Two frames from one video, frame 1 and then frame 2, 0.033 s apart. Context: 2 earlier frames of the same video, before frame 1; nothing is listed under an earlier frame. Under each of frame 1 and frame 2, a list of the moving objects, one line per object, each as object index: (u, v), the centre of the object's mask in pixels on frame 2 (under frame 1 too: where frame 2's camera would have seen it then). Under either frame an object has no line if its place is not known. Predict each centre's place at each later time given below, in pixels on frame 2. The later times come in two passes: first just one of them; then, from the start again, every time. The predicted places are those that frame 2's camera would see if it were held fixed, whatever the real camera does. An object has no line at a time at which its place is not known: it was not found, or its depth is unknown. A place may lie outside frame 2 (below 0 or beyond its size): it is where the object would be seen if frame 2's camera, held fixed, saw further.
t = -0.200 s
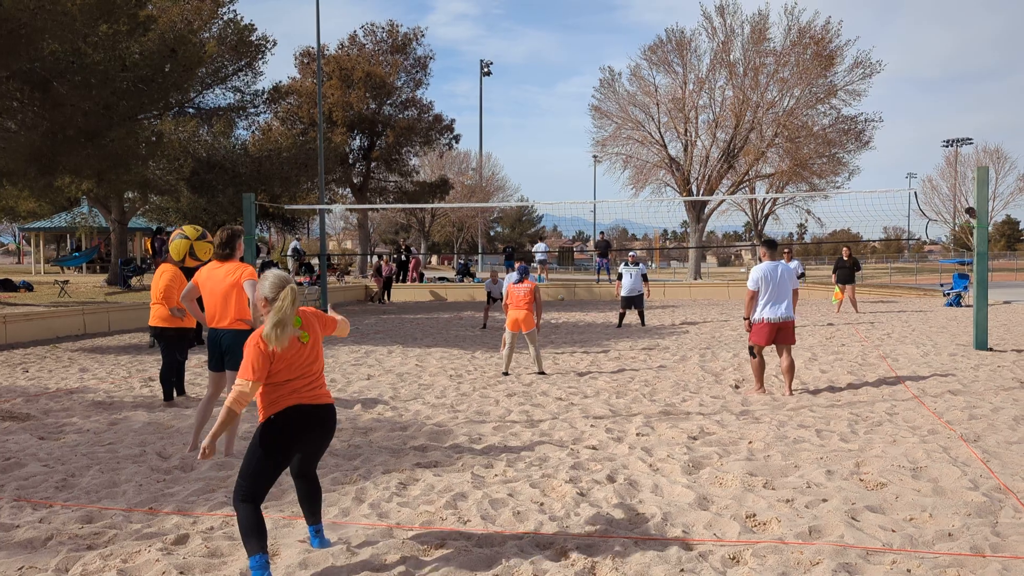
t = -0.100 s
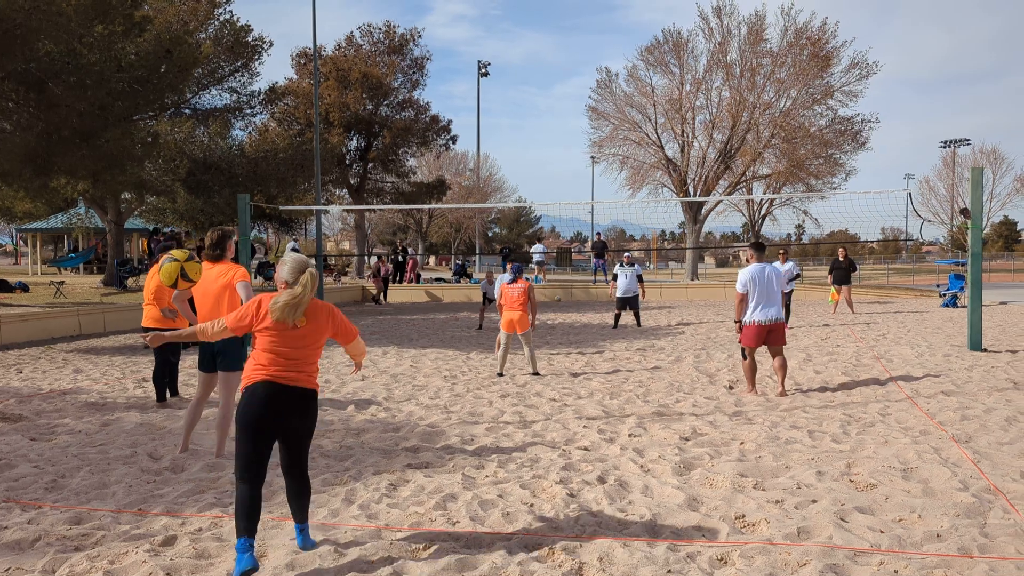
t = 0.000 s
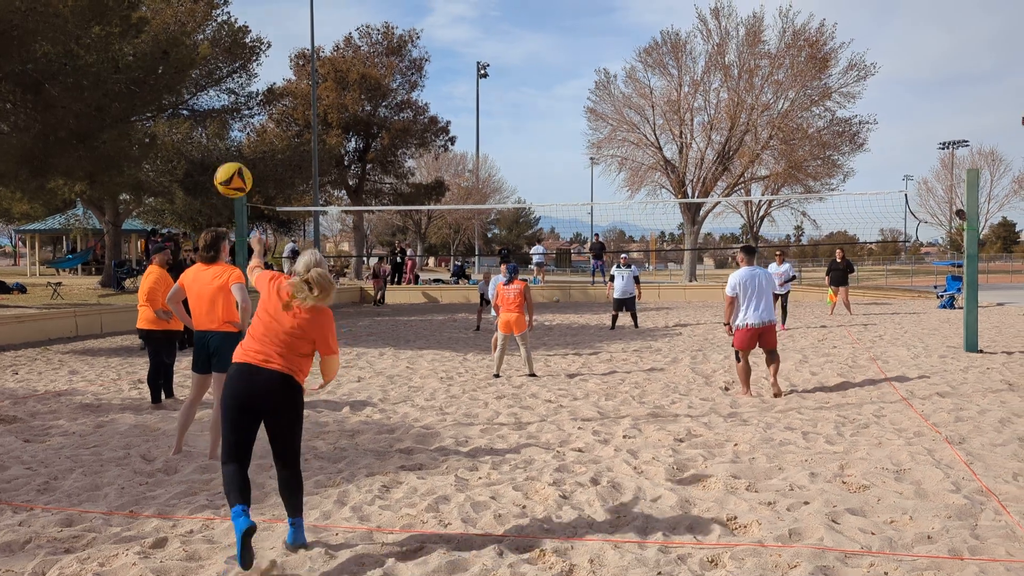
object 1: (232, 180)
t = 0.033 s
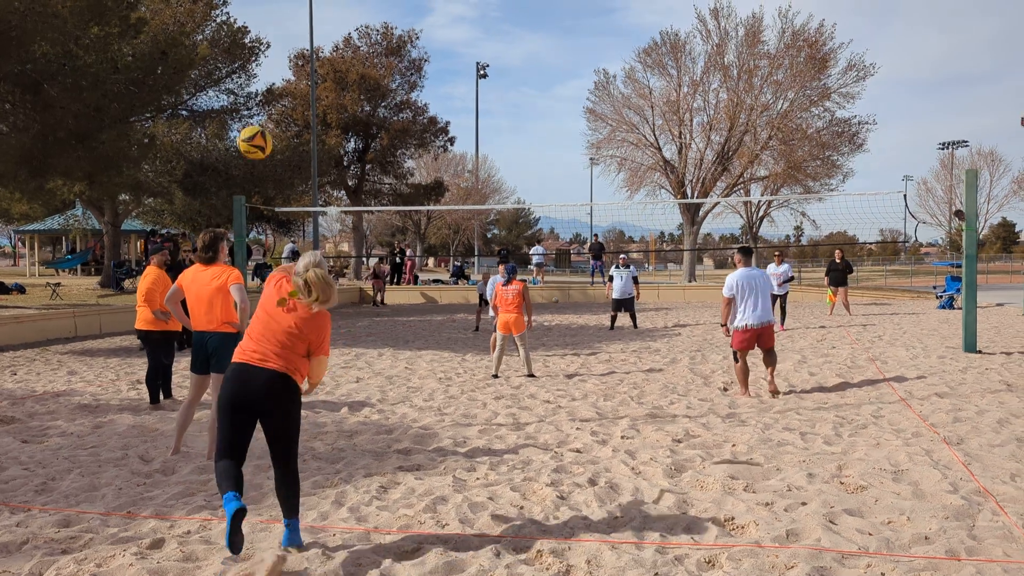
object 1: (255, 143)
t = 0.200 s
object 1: (339, 27)
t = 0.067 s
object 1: (274, 111)
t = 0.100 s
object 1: (292, 84)
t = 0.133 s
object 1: (309, 62)
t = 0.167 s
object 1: (325, 42)
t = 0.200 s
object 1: (339, 27)
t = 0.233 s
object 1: (352, 13)
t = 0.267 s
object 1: (365, 7)
